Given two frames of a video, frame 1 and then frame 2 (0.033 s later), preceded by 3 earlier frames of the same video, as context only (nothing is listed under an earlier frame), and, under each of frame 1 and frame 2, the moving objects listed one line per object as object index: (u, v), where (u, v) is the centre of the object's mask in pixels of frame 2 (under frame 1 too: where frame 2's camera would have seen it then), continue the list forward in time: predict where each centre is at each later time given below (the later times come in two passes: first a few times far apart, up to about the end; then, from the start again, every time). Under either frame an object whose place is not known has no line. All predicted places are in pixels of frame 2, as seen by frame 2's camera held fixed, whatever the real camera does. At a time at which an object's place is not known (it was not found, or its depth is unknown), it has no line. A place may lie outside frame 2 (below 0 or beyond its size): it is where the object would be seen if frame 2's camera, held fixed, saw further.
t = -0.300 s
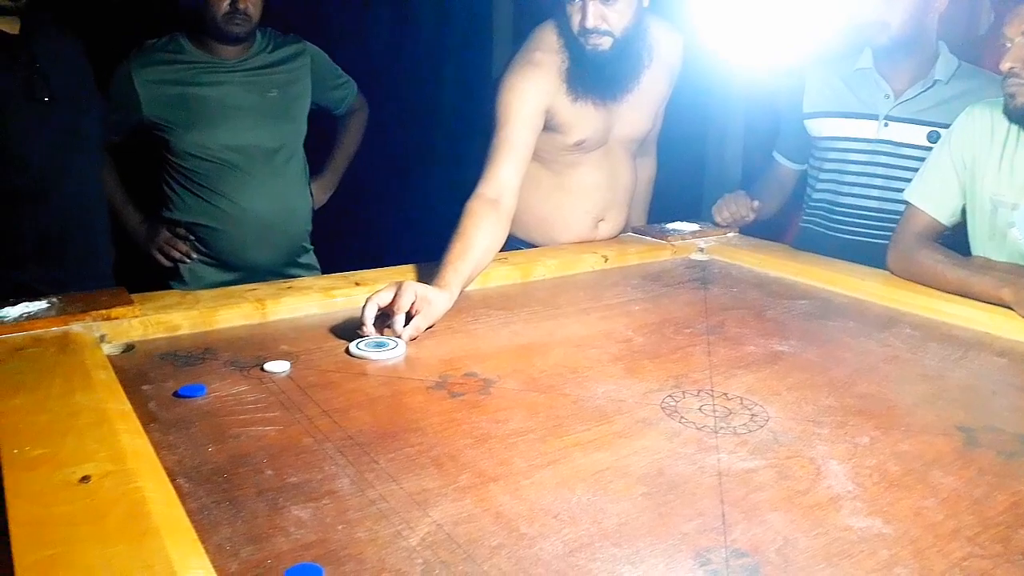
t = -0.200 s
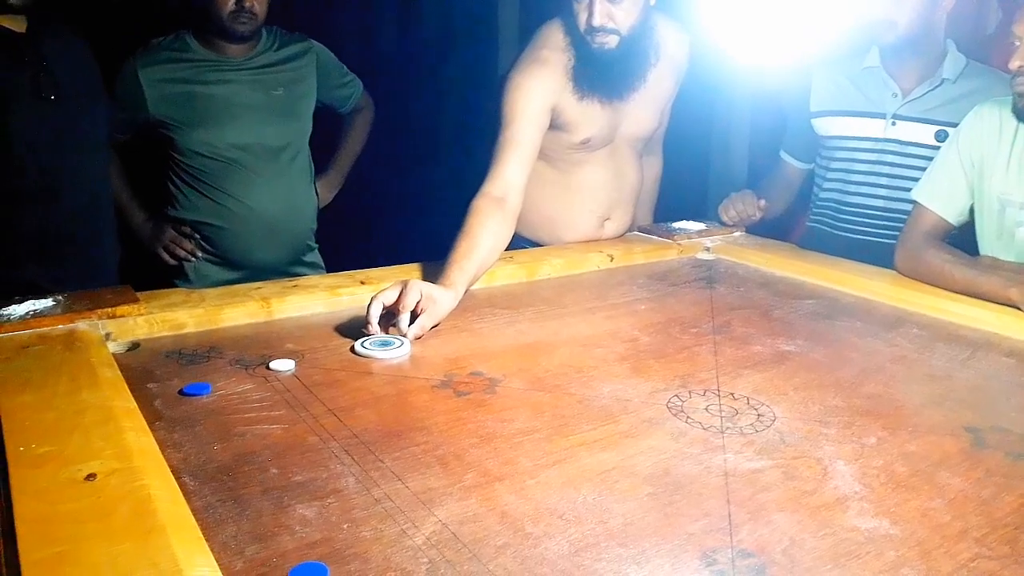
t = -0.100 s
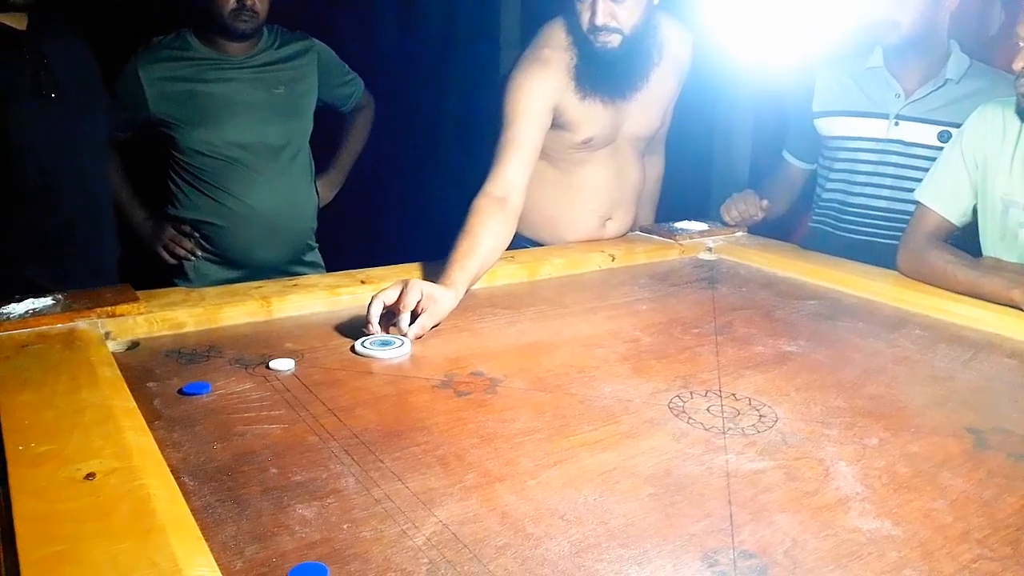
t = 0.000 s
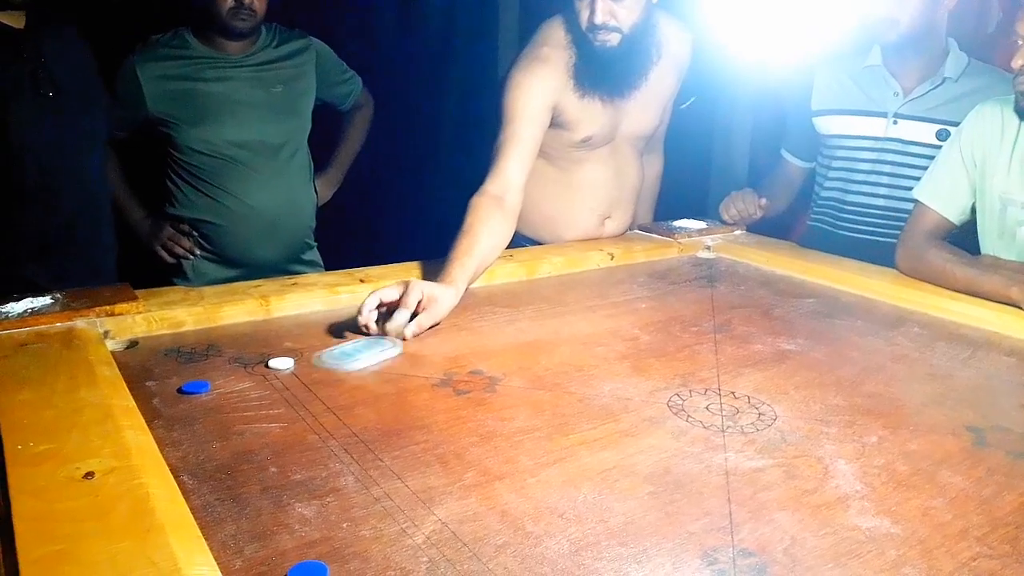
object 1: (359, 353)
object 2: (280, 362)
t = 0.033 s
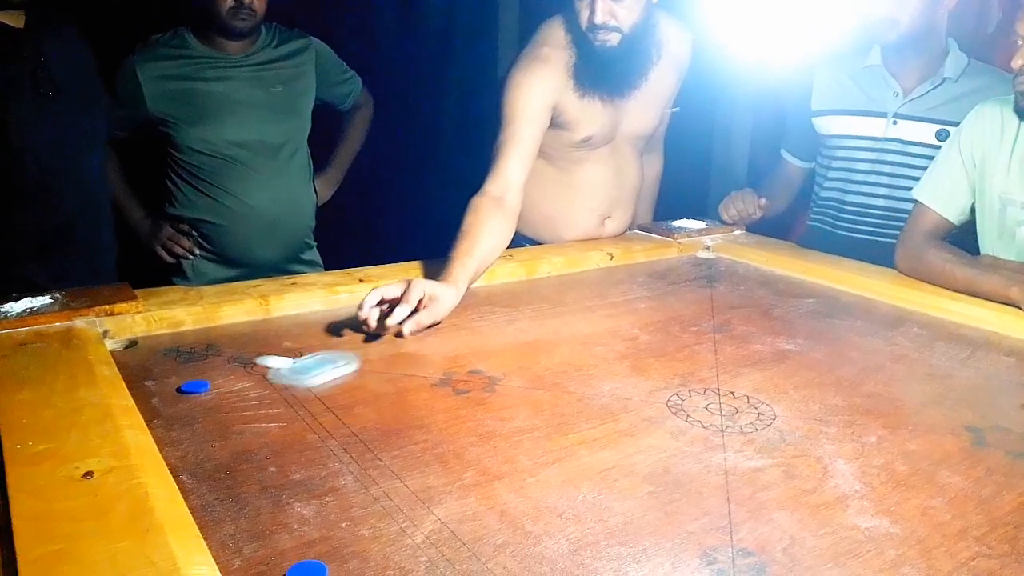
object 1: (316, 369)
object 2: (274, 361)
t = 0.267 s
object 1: (361, 410)
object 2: (128, 340)
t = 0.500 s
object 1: (612, 394)
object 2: (197, 355)
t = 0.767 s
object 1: (849, 380)
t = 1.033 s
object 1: (1036, 365)
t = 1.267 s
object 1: (1054, 381)
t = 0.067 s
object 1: (274, 385)
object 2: (251, 359)
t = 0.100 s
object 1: (221, 405)
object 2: (221, 355)
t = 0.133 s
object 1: (194, 419)
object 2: (192, 352)
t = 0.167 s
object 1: (235, 418)
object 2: (168, 350)
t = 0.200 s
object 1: (278, 415)
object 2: (142, 347)
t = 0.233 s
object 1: (319, 412)
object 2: (121, 345)
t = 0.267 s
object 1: (361, 410)
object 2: (128, 340)
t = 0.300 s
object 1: (399, 407)
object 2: (139, 343)
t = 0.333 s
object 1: (437, 405)
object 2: (146, 344)
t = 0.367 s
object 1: (475, 402)
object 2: (157, 347)
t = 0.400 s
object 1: (510, 400)
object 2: (167, 349)
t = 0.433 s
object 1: (545, 398)
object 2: (177, 351)
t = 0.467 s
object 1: (580, 396)
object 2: (187, 353)
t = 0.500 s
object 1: (612, 394)
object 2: (197, 355)
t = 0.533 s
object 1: (646, 392)
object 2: (207, 357)
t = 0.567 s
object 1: (678, 390)
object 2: (218, 359)
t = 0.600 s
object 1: (708, 388)
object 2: (228, 361)
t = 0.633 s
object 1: (738, 386)
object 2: (239, 363)
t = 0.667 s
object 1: (768, 385)
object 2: (249, 364)
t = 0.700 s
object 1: (795, 383)
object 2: (259, 366)
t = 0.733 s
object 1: (823, 381)
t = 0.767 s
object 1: (849, 380)
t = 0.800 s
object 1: (875, 378)
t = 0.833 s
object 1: (900, 376)
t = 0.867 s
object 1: (923, 374)
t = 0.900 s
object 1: (948, 372)
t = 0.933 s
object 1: (971, 370)
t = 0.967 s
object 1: (992, 369)
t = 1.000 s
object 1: (1014, 366)
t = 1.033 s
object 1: (1036, 365)
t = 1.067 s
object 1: (1055, 363)
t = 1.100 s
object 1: (1068, 362)
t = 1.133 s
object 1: (1070, 364)
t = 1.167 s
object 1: (1068, 368)
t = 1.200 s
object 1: (1065, 373)
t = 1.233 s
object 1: (1060, 377)
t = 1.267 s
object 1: (1054, 381)
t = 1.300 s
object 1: (1049, 385)
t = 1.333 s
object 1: (1043, 388)
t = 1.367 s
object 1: (1036, 393)
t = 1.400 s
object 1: (1030, 397)
